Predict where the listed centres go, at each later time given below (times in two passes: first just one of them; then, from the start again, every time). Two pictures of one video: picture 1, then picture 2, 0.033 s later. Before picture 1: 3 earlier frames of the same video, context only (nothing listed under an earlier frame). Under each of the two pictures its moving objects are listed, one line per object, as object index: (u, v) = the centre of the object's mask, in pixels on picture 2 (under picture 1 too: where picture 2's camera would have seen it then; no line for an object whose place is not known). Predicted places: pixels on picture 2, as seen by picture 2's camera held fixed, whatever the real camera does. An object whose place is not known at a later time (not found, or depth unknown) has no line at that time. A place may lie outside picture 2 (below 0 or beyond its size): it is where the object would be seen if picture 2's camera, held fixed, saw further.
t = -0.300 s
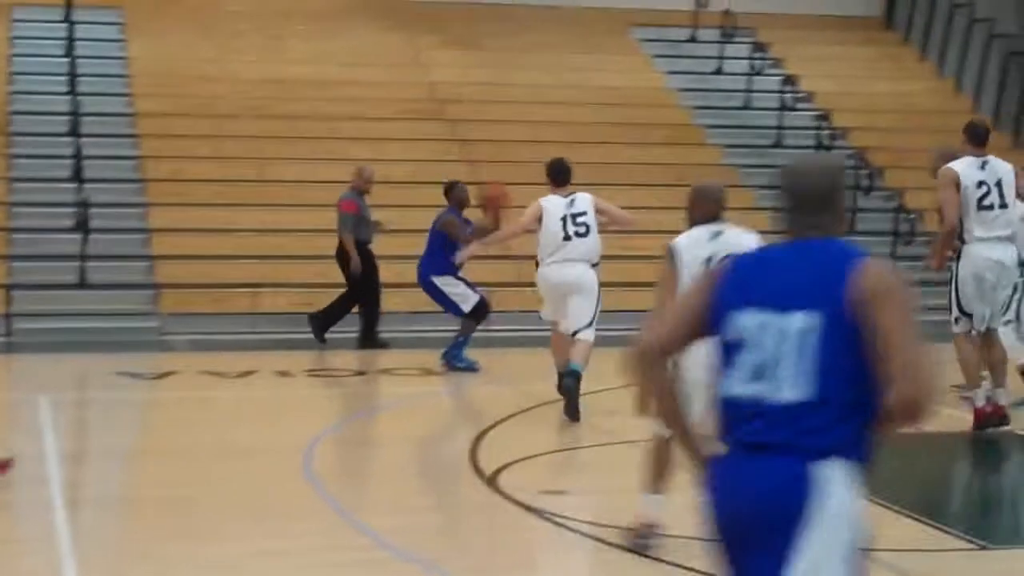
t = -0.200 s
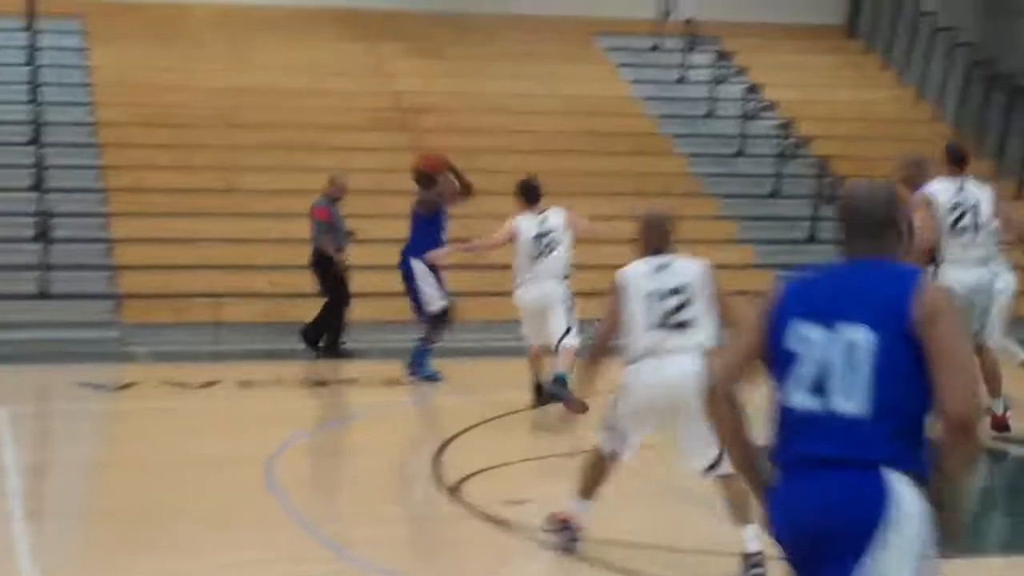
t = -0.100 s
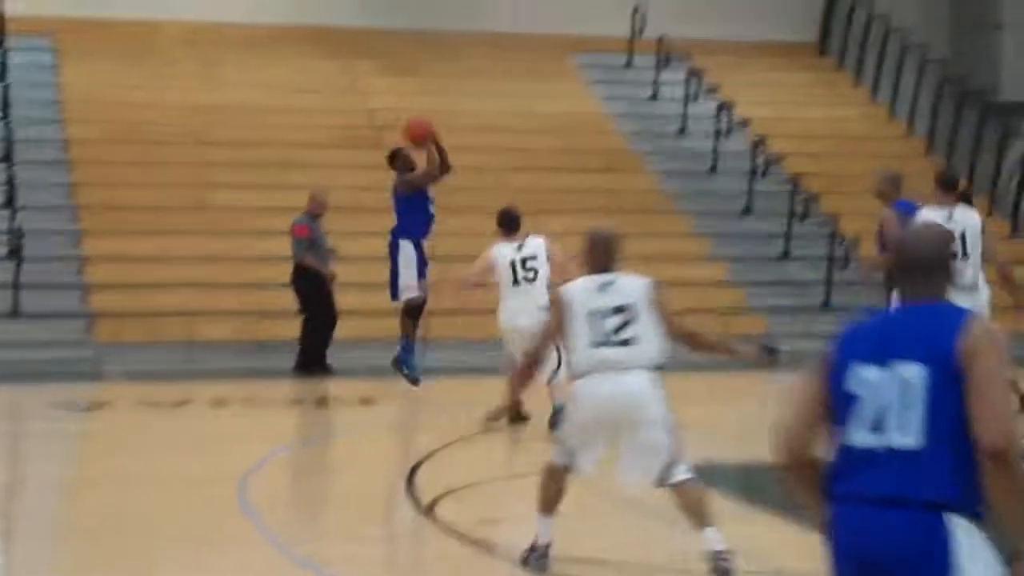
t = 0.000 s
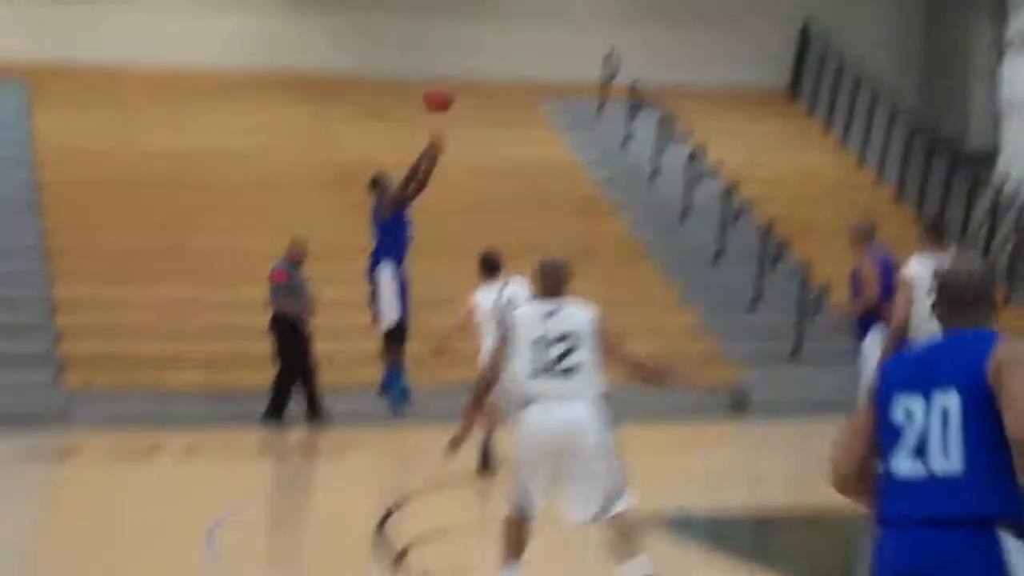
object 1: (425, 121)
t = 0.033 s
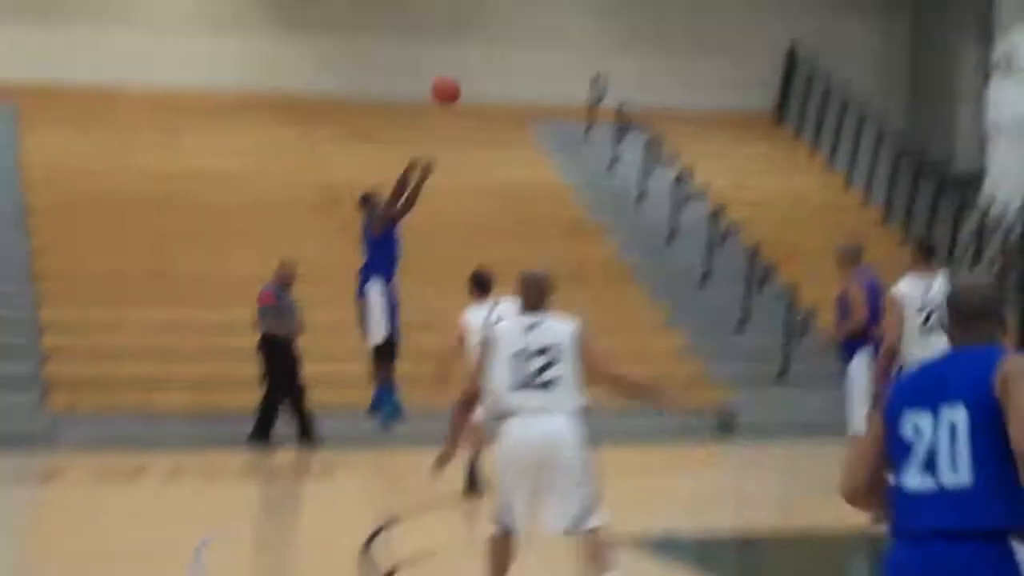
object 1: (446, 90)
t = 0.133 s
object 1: (506, 15)
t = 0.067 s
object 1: (465, 62)
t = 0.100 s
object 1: (485, 36)
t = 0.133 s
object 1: (506, 15)
